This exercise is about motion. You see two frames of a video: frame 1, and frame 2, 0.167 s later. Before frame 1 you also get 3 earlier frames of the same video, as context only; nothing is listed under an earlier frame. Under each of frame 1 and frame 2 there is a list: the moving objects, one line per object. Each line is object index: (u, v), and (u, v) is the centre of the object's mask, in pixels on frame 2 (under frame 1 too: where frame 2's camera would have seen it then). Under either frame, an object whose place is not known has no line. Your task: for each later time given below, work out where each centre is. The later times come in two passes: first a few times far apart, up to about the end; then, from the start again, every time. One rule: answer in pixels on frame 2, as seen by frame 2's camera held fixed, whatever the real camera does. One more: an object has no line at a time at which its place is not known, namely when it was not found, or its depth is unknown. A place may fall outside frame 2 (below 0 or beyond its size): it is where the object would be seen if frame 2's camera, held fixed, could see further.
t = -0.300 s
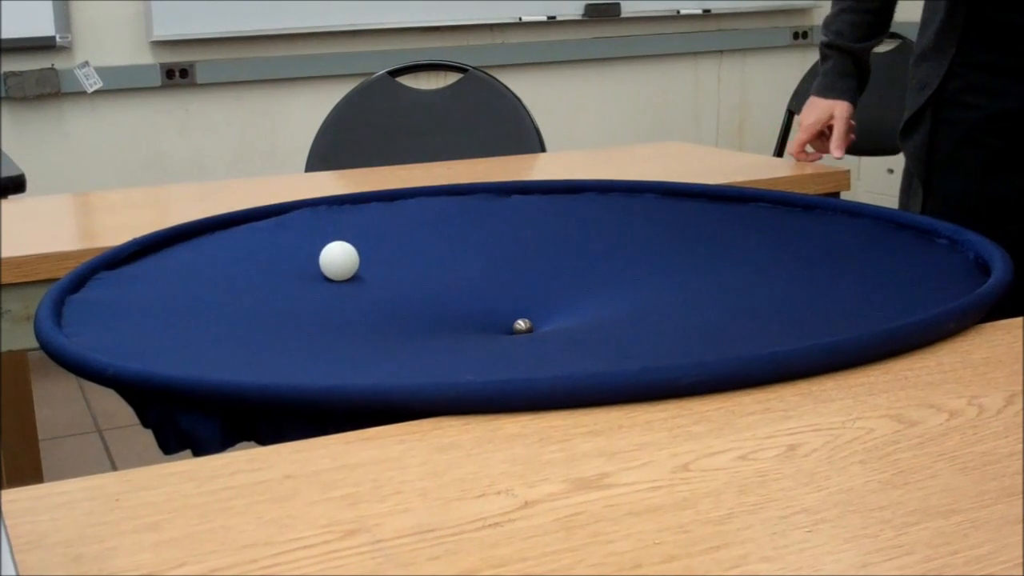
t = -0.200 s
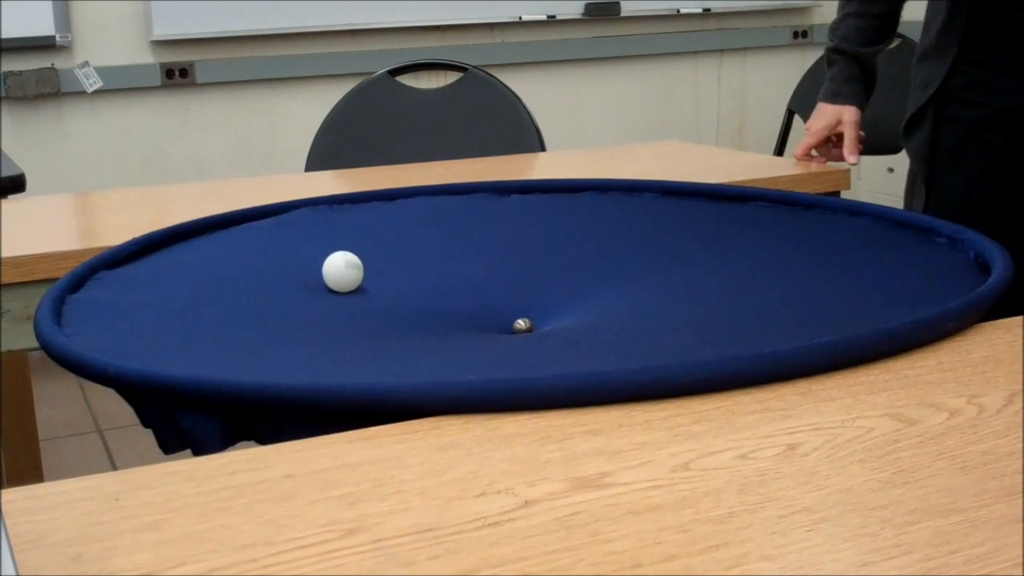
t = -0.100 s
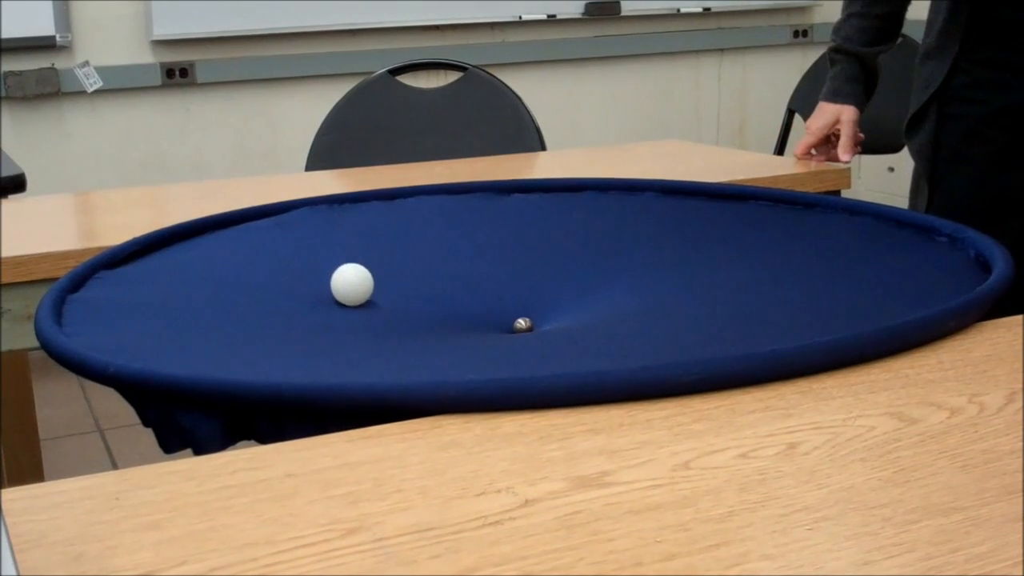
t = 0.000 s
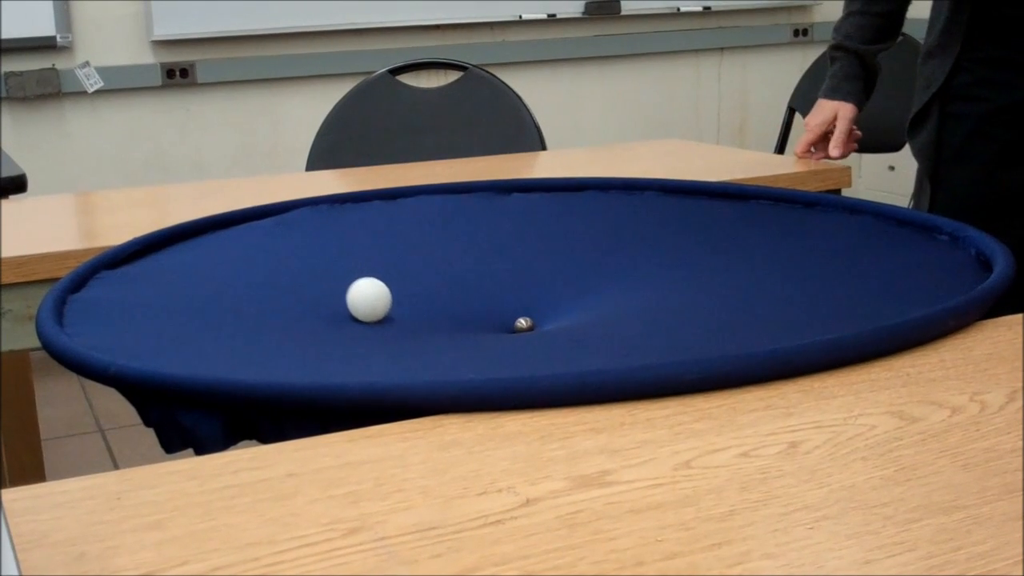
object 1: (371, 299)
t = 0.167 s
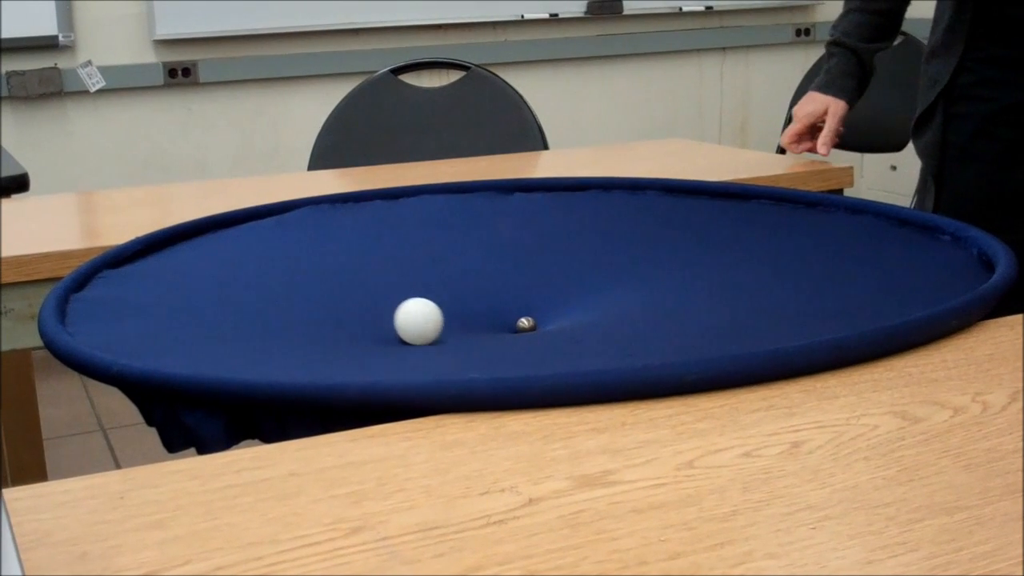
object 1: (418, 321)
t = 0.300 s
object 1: (472, 329)
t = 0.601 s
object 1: (601, 333)
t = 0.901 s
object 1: (696, 325)
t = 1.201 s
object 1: (722, 313)
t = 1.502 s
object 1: (684, 298)
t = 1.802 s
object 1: (594, 286)
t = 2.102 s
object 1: (476, 262)
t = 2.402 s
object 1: (392, 255)
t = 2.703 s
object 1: (339, 259)
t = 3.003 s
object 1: (327, 272)
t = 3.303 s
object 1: (368, 295)
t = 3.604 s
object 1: (482, 319)
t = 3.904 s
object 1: (619, 308)
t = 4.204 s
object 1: (692, 290)
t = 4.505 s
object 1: (688, 276)
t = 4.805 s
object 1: (615, 270)
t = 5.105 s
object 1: (513, 273)
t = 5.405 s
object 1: (433, 292)
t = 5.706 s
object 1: (415, 318)
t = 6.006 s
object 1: (462, 328)
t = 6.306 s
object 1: (526, 324)
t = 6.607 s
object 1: (561, 311)
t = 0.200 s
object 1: (431, 324)
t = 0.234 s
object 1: (444, 326)
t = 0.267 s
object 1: (458, 327)
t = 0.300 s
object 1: (472, 329)
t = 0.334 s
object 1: (486, 330)
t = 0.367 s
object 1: (501, 331)
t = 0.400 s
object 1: (516, 332)
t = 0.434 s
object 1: (531, 333)
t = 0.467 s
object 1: (546, 333)
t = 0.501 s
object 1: (561, 334)
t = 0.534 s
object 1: (574, 334)
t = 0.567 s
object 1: (588, 333)
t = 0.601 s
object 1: (601, 333)
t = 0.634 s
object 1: (614, 333)
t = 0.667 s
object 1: (627, 332)
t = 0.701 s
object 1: (639, 331)
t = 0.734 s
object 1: (651, 331)
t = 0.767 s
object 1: (662, 330)
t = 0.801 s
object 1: (672, 329)
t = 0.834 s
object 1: (681, 328)
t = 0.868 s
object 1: (689, 327)
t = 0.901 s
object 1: (696, 325)
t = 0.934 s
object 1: (703, 324)
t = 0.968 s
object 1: (709, 323)
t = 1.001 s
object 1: (713, 321)
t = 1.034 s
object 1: (717, 320)
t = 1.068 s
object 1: (720, 319)
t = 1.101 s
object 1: (721, 317)
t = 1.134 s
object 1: (722, 316)
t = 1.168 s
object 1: (723, 314)
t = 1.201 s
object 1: (722, 313)
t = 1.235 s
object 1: (721, 311)
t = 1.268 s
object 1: (718, 310)
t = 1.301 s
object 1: (715, 308)
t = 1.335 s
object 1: (712, 306)
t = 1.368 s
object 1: (707, 305)
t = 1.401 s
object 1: (702, 303)
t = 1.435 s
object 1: (697, 301)
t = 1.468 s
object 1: (691, 299)
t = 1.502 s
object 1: (684, 298)
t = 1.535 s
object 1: (677, 296)
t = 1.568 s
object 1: (669, 295)
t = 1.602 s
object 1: (660, 293)
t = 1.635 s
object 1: (651, 292)
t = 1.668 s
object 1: (641, 291)
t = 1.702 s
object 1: (630, 290)
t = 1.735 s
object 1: (619, 289)
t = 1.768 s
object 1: (607, 287)
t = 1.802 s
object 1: (594, 286)
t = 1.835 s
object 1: (580, 283)
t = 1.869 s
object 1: (566, 280)
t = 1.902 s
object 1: (552, 276)
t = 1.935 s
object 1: (538, 273)
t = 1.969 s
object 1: (525, 270)
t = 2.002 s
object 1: (513, 268)
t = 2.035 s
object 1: (500, 266)
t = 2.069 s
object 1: (488, 264)
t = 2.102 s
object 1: (476, 262)
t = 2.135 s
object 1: (465, 260)
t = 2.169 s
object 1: (454, 259)
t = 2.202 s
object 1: (444, 258)
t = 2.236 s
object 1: (434, 257)
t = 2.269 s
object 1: (424, 256)
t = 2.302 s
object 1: (416, 256)
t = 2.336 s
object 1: (407, 255)
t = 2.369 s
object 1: (399, 255)
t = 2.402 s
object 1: (392, 255)
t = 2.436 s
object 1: (384, 255)
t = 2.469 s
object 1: (377, 255)
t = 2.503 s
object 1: (371, 255)
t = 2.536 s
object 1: (364, 255)
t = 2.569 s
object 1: (358, 256)
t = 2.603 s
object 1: (353, 257)
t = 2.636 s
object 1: (348, 257)
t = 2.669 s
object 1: (343, 258)
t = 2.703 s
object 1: (339, 259)
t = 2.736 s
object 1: (335, 260)
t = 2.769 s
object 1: (332, 261)
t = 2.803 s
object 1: (330, 263)
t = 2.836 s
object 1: (328, 264)
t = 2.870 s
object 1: (326, 265)
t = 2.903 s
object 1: (326, 267)
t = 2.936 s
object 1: (325, 268)
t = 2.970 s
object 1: (326, 270)
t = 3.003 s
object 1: (327, 272)
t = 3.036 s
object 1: (329, 274)
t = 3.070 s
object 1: (331, 276)
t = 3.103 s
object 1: (334, 278)
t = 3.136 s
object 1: (338, 280)
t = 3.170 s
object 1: (342, 283)
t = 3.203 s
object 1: (347, 286)
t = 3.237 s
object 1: (353, 289)
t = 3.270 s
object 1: (360, 292)
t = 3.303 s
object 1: (368, 295)
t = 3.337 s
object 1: (376, 298)
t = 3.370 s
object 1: (385, 302)
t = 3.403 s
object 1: (396, 305)
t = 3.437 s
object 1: (408, 309)
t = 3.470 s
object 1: (421, 312)
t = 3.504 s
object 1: (435, 315)
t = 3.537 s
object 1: (450, 317)
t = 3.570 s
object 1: (466, 319)
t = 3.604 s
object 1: (482, 319)
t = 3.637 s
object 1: (498, 319)
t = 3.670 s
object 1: (515, 318)
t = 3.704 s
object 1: (531, 318)
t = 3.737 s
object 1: (548, 316)
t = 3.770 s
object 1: (563, 315)
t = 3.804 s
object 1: (578, 313)
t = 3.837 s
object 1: (593, 312)
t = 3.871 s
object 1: (606, 310)
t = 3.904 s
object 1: (619, 308)
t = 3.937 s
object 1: (631, 306)
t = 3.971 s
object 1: (641, 304)
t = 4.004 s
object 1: (651, 302)
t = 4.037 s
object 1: (660, 300)
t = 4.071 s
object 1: (668, 299)
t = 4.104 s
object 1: (675, 296)
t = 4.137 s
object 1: (682, 294)
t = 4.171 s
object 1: (687, 292)
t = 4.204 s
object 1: (692, 290)
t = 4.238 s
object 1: (695, 288)
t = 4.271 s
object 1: (698, 286)
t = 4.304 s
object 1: (699, 284)
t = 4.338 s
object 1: (700, 283)
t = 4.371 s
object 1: (699, 281)
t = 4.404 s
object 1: (698, 280)
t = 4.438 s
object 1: (696, 278)
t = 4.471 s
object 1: (693, 277)
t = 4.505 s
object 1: (688, 276)
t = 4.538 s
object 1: (683, 275)
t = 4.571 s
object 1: (677, 274)
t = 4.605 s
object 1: (671, 273)
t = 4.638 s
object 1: (663, 272)
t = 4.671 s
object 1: (655, 272)
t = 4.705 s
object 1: (645, 271)
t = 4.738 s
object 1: (636, 270)
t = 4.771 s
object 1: (626, 270)
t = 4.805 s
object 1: (615, 270)
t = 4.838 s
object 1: (605, 270)
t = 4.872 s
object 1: (593, 269)
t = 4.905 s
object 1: (582, 269)
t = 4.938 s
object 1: (570, 270)
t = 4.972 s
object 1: (559, 270)
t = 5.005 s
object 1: (547, 270)
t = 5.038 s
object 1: (536, 271)
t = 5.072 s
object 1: (524, 272)
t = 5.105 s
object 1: (513, 273)
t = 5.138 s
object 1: (502, 274)
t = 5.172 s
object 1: (492, 275)
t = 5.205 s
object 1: (482, 277)
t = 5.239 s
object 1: (473, 279)
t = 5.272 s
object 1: (464, 281)
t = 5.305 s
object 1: (455, 284)
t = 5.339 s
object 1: (447, 286)
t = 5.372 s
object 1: (439, 289)
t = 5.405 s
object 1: (433, 292)
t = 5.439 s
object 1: (427, 295)
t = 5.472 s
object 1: (422, 298)
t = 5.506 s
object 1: (418, 301)
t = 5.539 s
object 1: (414, 305)
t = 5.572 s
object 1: (413, 308)
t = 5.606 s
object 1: (412, 311)
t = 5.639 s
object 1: (412, 313)
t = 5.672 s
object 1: (413, 316)
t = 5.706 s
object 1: (415, 318)
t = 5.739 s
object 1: (418, 320)
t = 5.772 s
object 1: (422, 322)
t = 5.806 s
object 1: (426, 323)
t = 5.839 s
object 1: (431, 325)
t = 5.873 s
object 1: (436, 326)
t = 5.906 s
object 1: (442, 327)
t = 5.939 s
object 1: (448, 328)
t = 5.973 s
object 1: (455, 328)
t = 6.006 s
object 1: (462, 328)
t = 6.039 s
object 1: (469, 328)
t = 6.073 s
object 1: (476, 329)
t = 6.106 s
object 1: (484, 328)
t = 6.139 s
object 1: (491, 328)
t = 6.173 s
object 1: (499, 328)
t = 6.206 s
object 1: (506, 327)
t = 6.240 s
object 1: (513, 326)
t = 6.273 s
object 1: (520, 325)
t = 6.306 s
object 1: (526, 324)
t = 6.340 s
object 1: (532, 323)
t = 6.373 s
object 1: (538, 322)
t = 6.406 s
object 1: (543, 320)
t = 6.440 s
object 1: (548, 319)
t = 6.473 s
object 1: (552, 317)
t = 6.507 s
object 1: (555, 316)
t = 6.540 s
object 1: (558, 314)
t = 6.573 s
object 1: (560, 313)
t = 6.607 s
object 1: (561, 311)
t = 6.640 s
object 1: (562, 310)
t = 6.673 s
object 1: (561, 308)
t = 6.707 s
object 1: (561, 307)
